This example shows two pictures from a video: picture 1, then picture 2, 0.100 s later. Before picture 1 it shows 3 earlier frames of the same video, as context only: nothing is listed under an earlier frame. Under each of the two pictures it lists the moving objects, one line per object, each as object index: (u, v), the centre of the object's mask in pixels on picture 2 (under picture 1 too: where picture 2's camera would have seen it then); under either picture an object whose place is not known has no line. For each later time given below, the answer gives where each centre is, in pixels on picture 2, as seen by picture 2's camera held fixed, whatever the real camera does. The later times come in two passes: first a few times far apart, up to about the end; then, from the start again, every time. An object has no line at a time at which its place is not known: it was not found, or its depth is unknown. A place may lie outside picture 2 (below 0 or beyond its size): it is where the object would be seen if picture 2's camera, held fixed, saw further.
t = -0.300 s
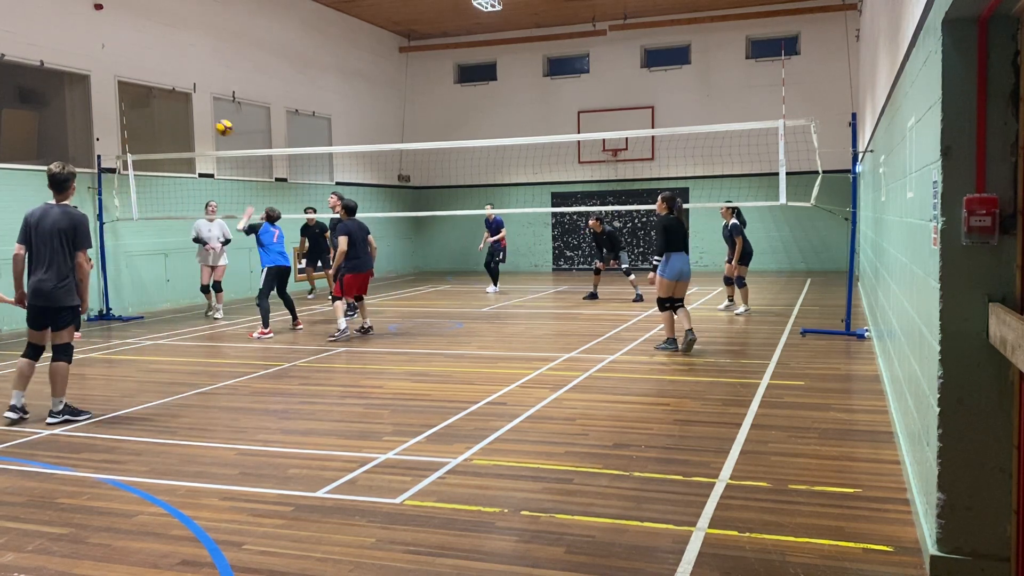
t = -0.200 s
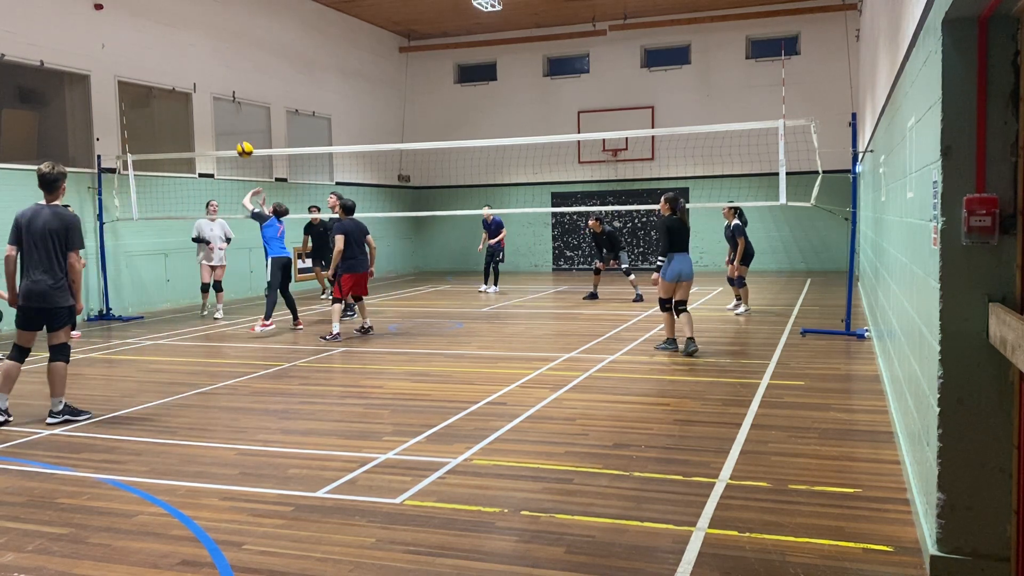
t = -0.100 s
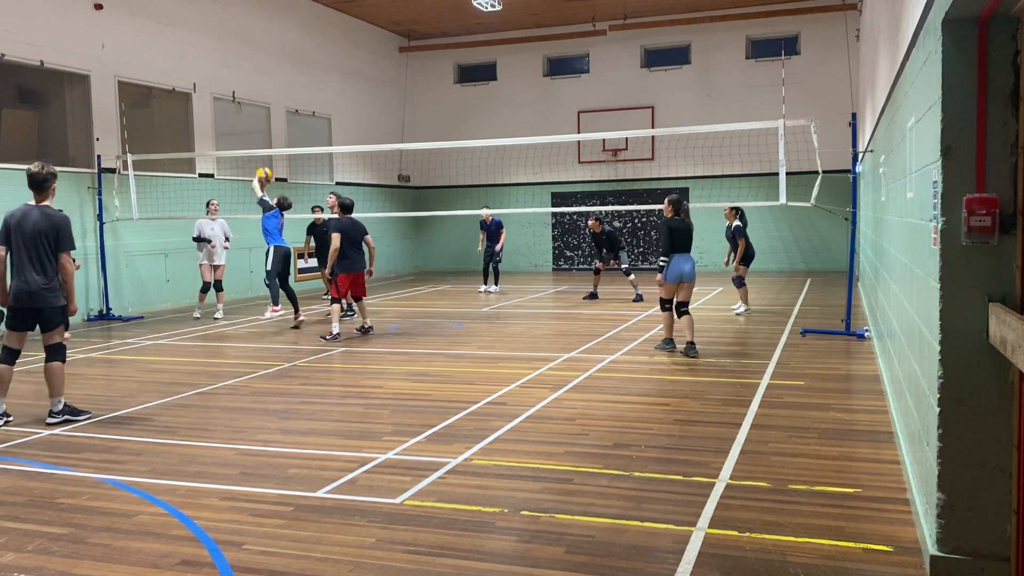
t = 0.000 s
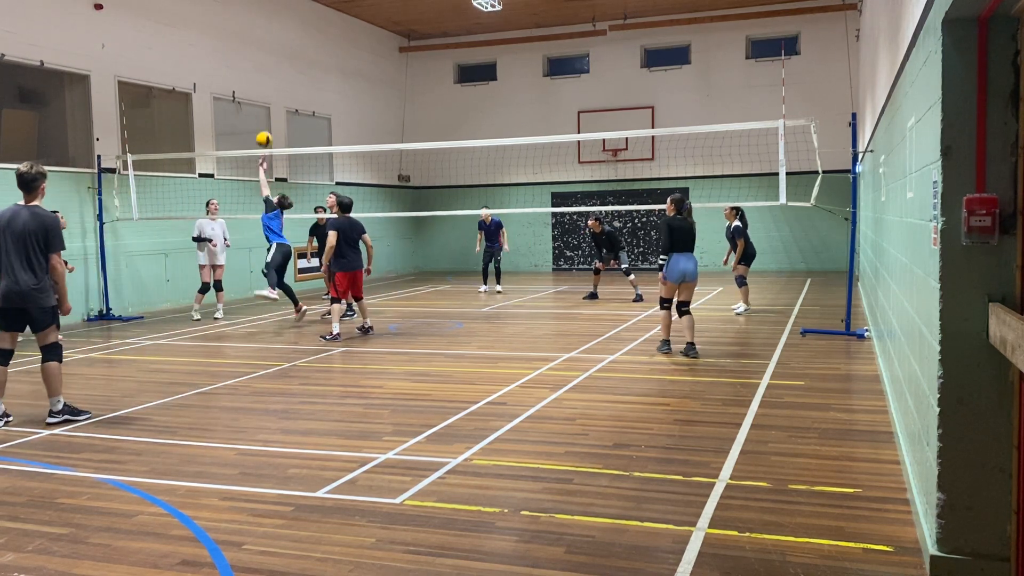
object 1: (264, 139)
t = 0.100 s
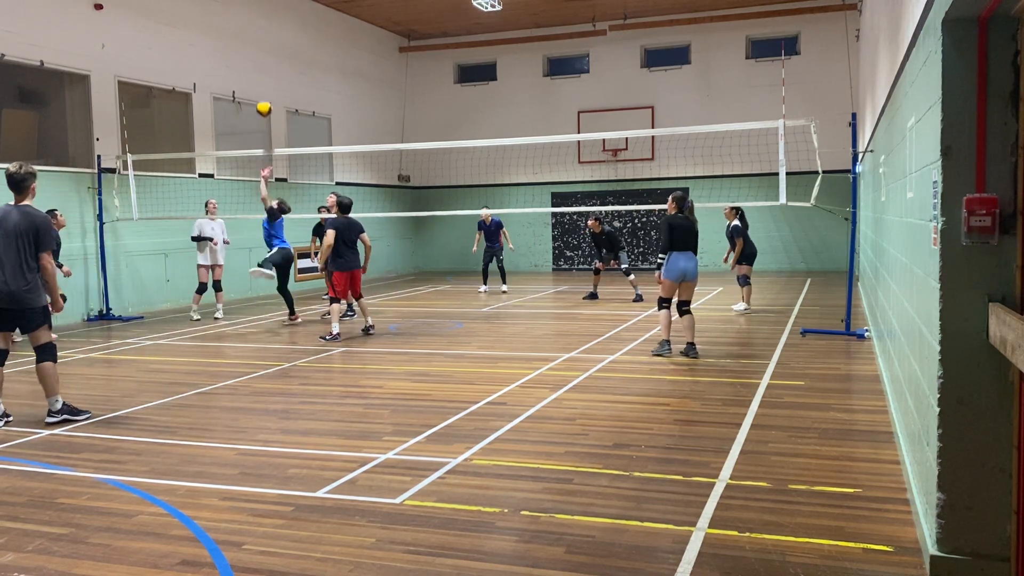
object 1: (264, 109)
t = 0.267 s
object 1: (264, 75)
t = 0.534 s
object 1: (266, 62)
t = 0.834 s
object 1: (271, 109)
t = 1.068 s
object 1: (277, 189)
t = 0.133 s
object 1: (264, 100)
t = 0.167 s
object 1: (264, 92)
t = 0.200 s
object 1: (264, 86)
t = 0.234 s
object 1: (264, 80)
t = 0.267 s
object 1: (264, 75)
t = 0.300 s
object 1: (264, 70)
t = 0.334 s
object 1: (264, 66)
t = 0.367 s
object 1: (264, 64)
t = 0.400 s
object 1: (265, 62)
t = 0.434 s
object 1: (265, 61)
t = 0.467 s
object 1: (265, 60)
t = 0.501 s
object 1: (266, 61)
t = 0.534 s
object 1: (266, 62)
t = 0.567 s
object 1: (266, 64)
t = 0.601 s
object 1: (267, 67)
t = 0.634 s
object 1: (268, 70)
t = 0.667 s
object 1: (268, 75)
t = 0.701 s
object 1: (269, 80)
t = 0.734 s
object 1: (269, 86)
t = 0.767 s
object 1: (270, 93)
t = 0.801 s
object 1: (271, 101)
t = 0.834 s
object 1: (271, 109)
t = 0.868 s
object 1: (272, 119)
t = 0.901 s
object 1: (273, 128)
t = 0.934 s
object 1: (273, 138)
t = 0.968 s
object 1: (274, 150)
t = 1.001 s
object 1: (275, 162)
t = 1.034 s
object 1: (277, 176)
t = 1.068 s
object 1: (277, 189)
